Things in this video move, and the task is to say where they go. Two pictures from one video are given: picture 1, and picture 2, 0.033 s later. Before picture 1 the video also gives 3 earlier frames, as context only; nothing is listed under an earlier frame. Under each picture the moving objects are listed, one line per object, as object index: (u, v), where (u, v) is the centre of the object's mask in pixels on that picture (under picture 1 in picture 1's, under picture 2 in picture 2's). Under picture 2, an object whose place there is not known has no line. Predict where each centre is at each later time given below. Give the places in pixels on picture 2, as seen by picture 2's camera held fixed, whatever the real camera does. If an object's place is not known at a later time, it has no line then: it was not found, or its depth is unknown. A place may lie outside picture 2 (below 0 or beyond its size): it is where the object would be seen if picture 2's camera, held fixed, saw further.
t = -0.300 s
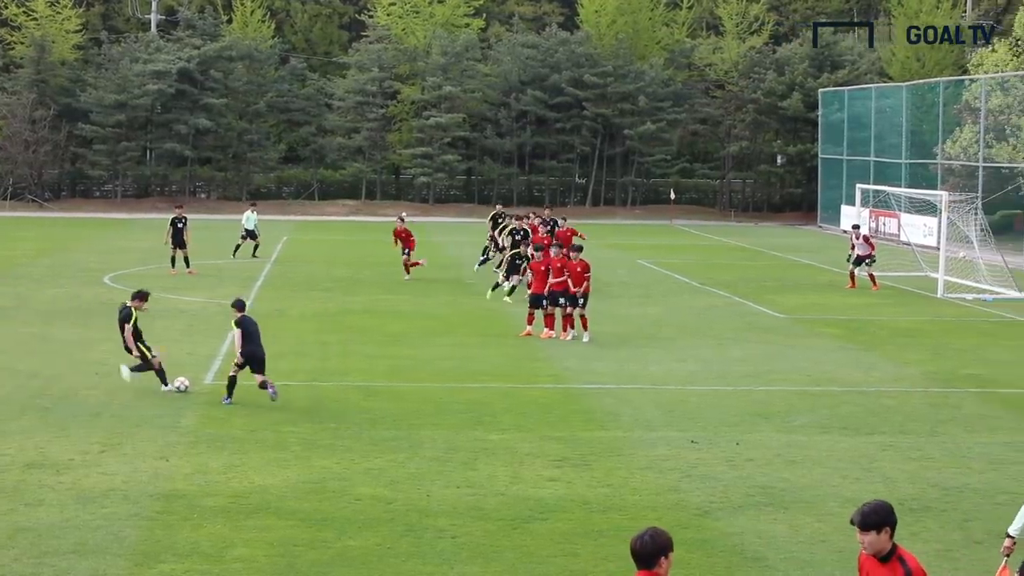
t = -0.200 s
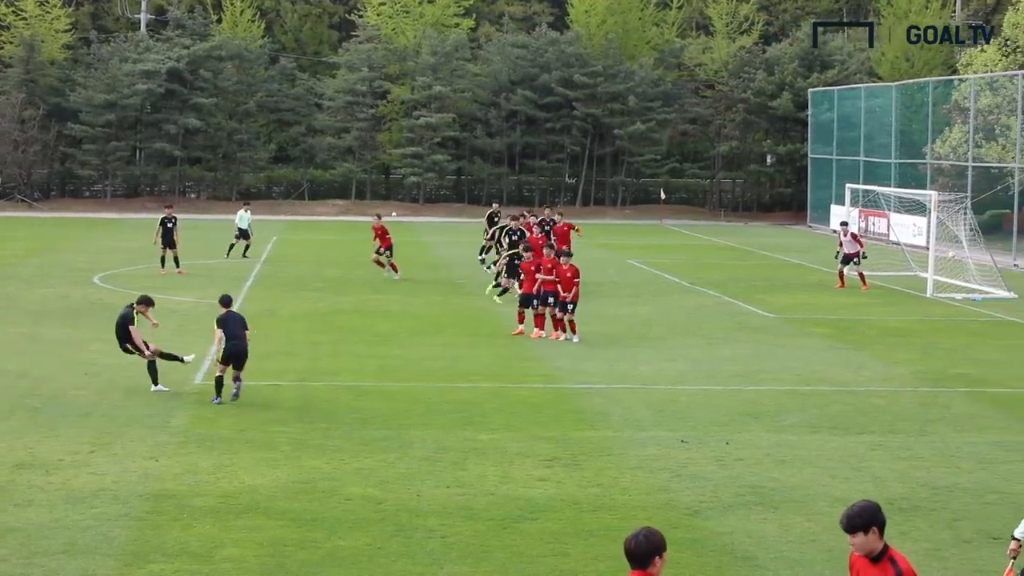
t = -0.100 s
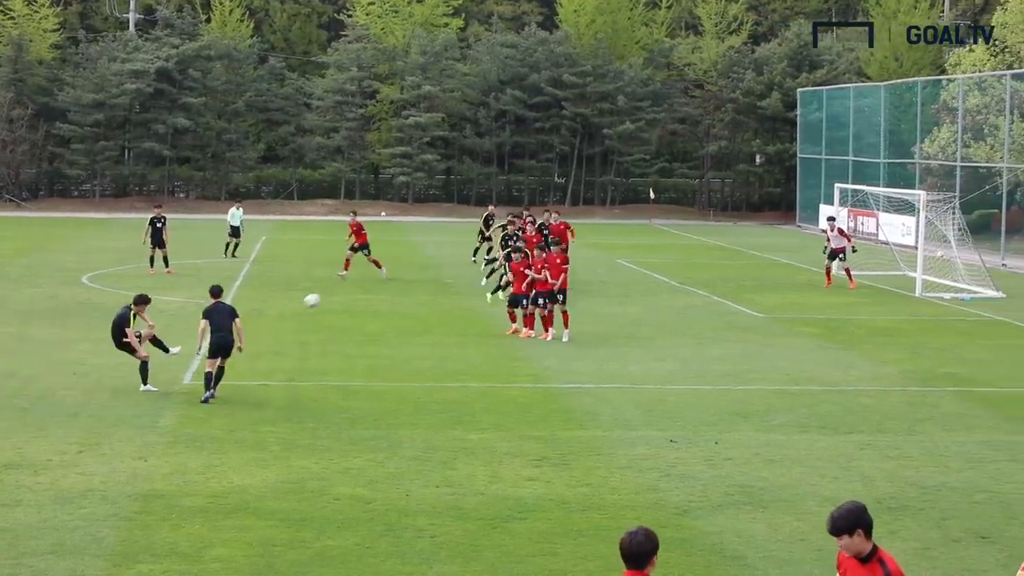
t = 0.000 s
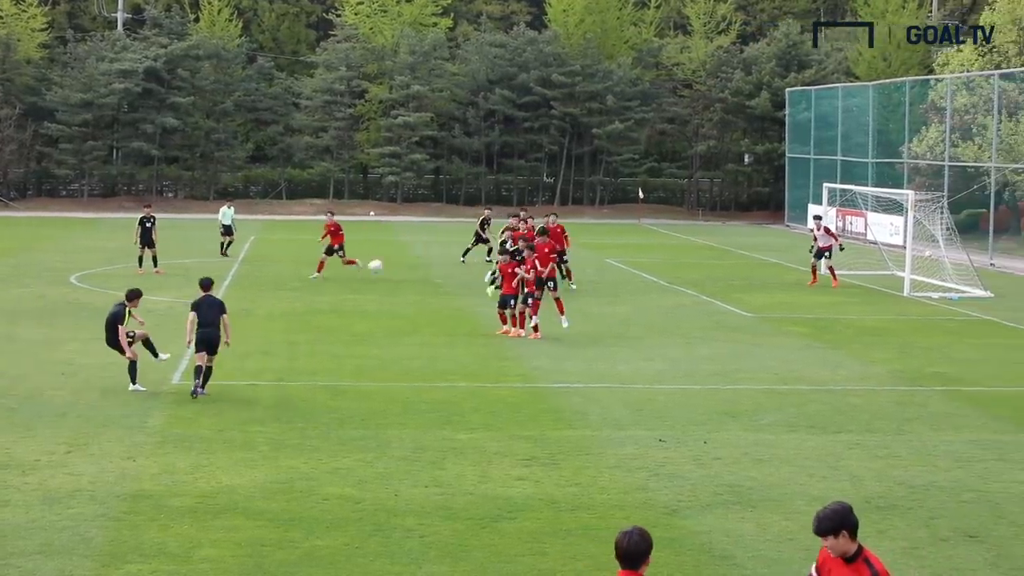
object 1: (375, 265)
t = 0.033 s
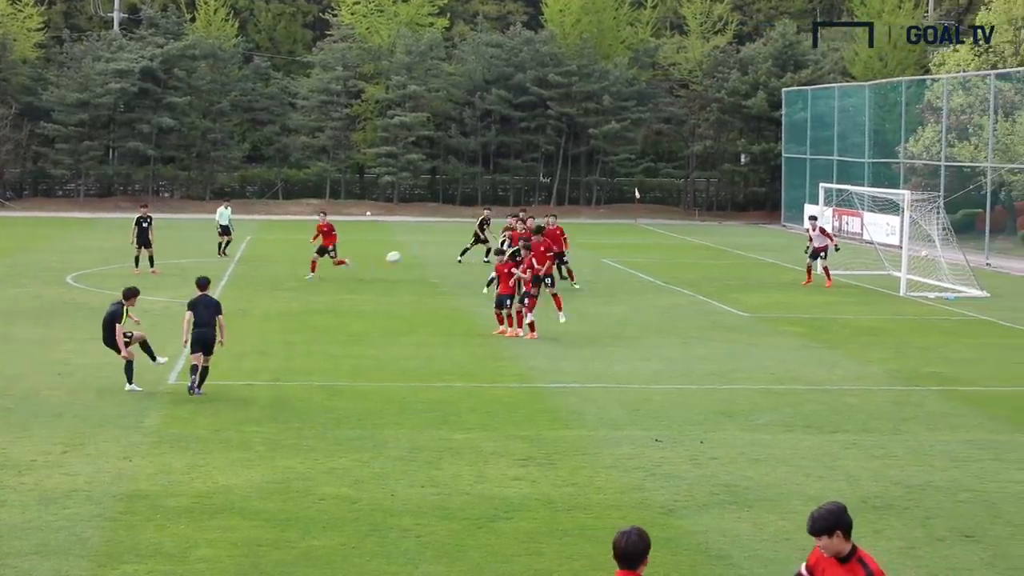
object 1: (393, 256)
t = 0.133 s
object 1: (451, 238)
